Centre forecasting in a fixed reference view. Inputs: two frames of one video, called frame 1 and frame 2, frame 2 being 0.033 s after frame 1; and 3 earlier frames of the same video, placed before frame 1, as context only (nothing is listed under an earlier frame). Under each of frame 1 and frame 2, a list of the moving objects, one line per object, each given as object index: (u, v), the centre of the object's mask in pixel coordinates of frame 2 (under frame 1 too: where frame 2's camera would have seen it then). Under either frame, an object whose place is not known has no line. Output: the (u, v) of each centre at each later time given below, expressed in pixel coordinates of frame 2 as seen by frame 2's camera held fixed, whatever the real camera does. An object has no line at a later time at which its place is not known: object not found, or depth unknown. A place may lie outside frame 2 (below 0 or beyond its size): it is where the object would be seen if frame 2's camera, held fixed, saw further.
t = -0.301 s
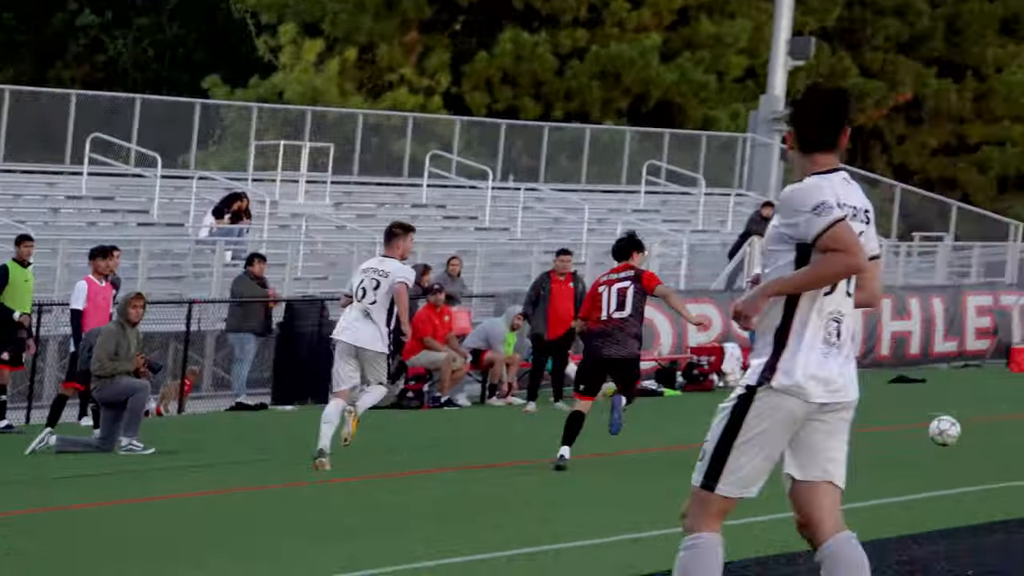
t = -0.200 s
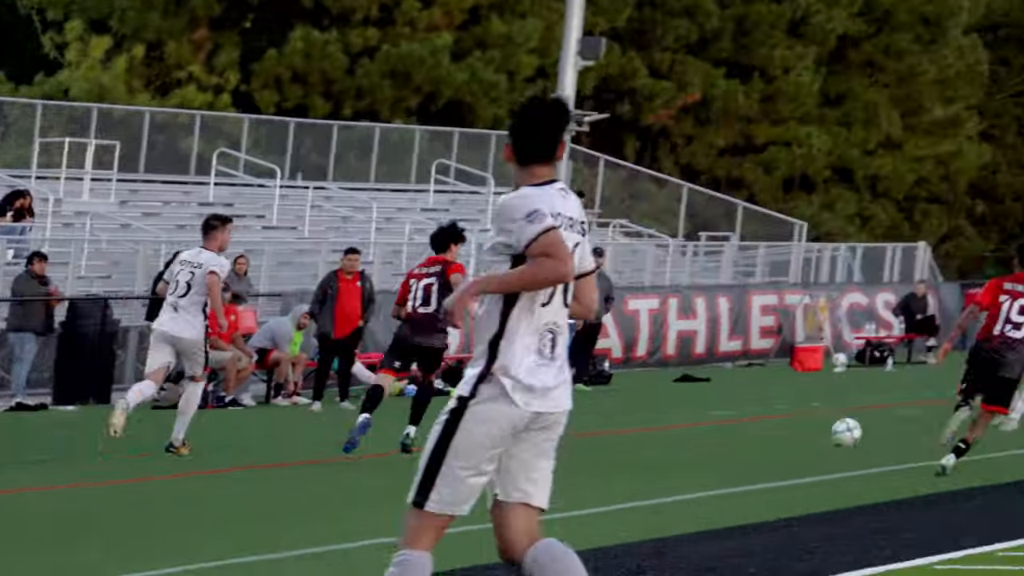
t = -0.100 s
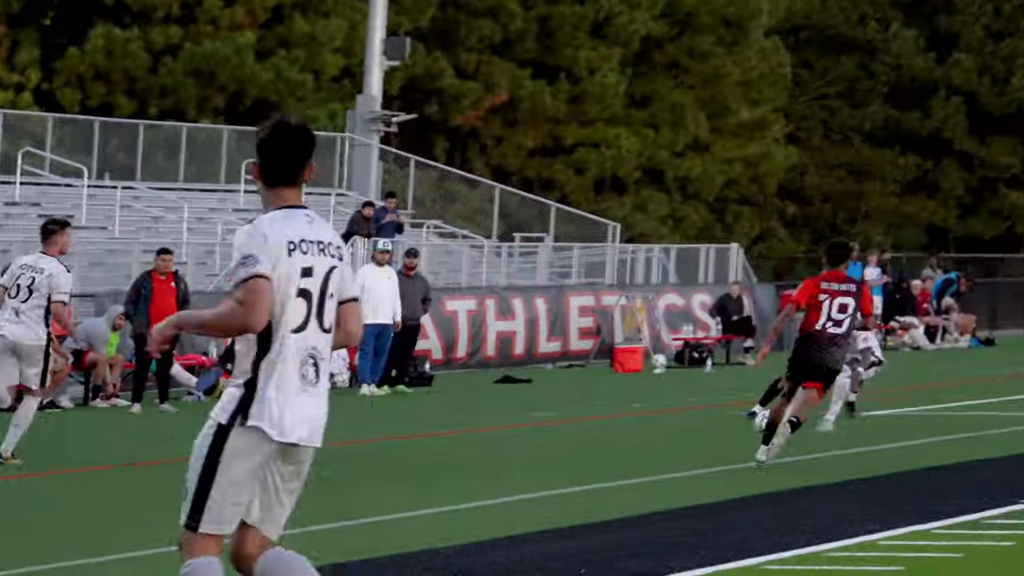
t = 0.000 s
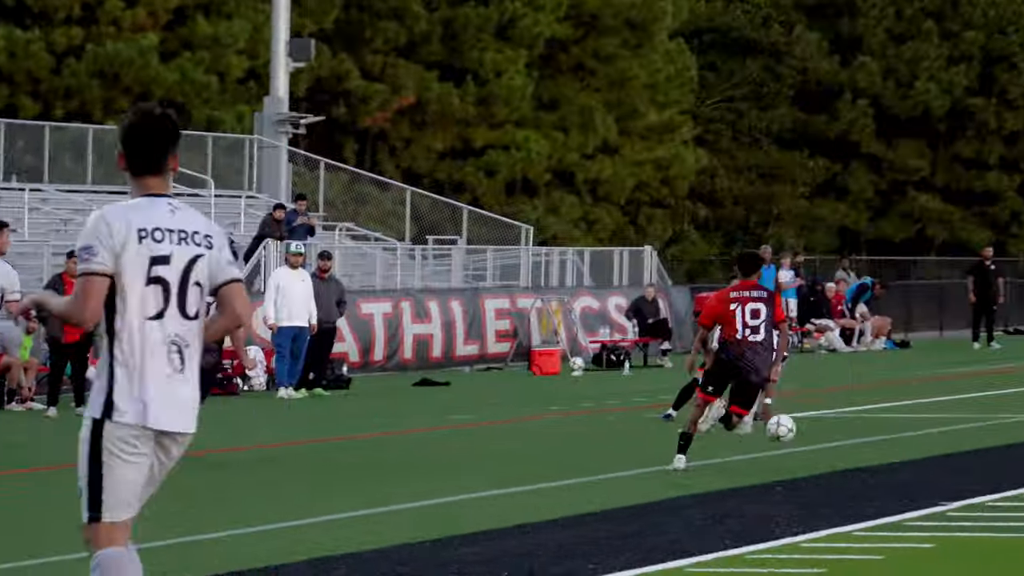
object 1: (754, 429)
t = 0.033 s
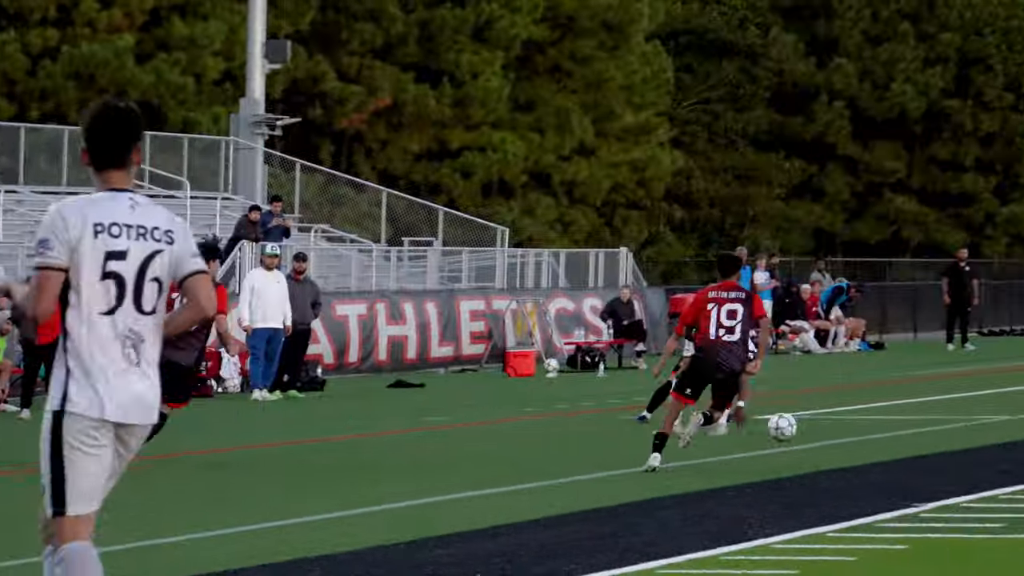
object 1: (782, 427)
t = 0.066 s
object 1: (809, 425)
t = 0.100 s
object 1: (836, 425)
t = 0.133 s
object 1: (862, 426)
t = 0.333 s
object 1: (994, 422)
